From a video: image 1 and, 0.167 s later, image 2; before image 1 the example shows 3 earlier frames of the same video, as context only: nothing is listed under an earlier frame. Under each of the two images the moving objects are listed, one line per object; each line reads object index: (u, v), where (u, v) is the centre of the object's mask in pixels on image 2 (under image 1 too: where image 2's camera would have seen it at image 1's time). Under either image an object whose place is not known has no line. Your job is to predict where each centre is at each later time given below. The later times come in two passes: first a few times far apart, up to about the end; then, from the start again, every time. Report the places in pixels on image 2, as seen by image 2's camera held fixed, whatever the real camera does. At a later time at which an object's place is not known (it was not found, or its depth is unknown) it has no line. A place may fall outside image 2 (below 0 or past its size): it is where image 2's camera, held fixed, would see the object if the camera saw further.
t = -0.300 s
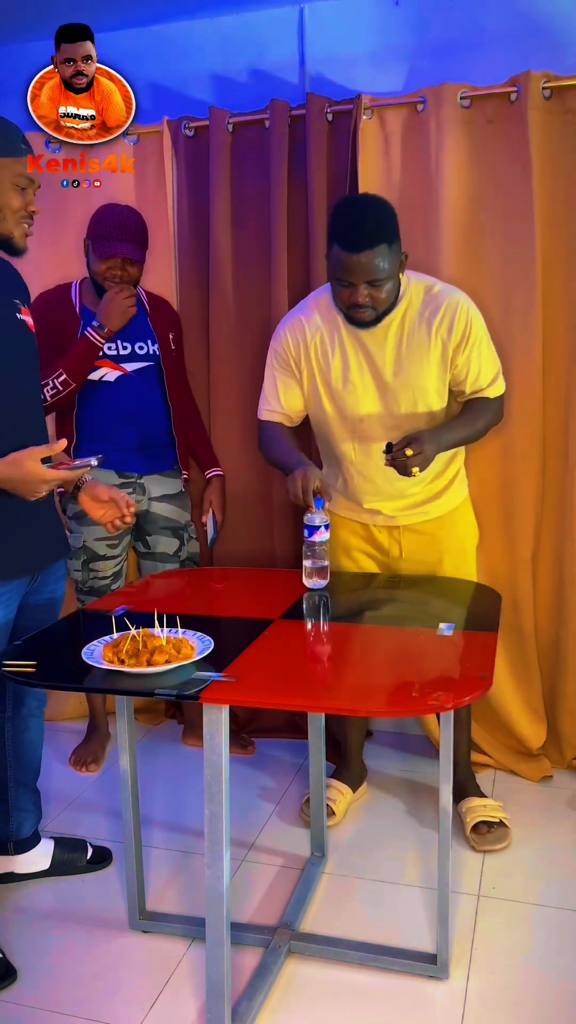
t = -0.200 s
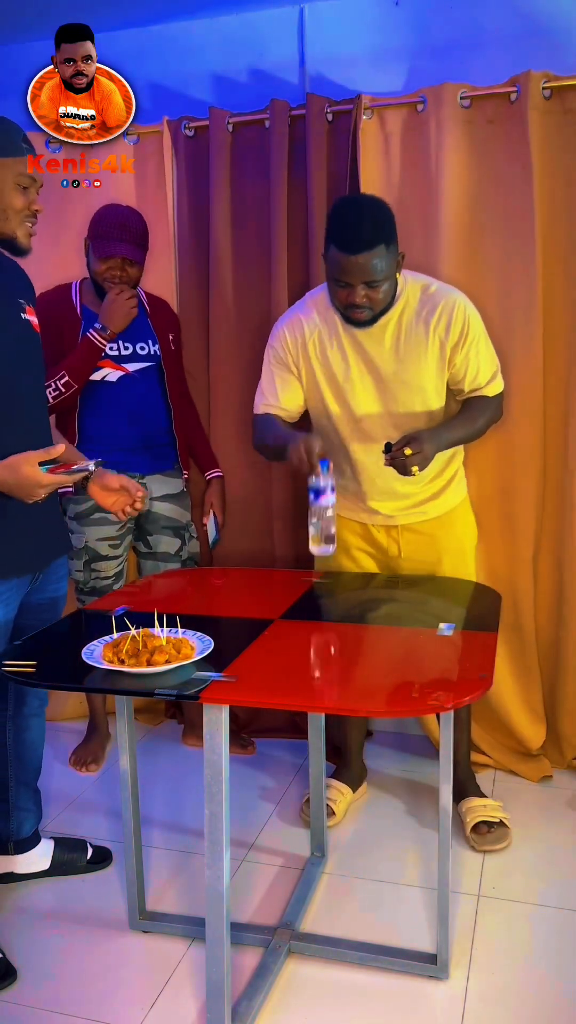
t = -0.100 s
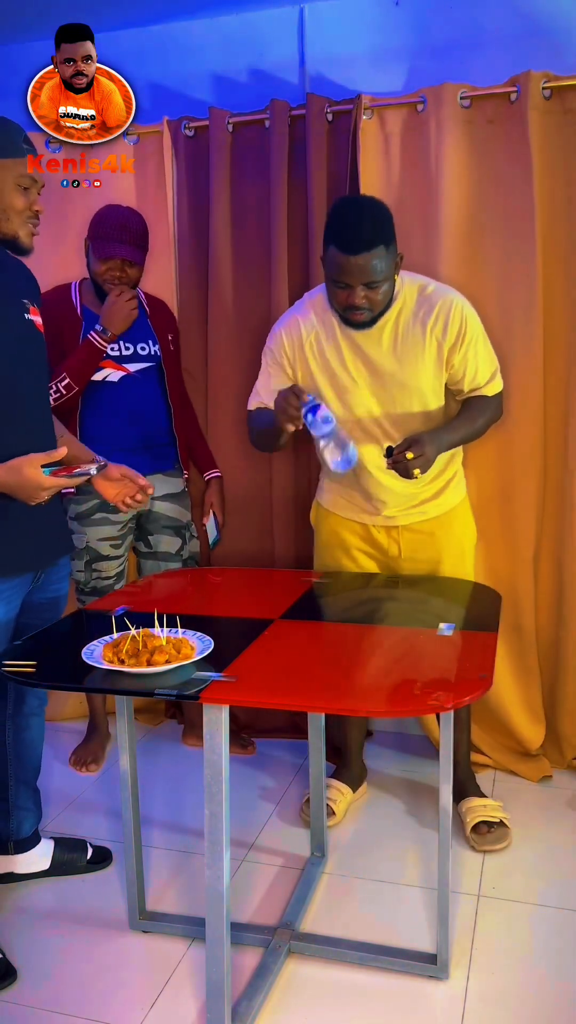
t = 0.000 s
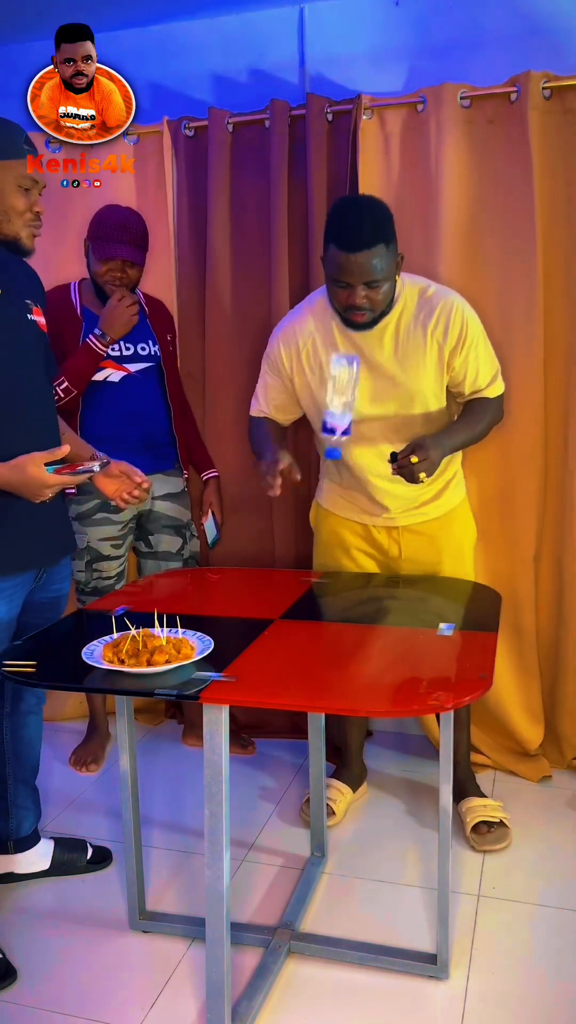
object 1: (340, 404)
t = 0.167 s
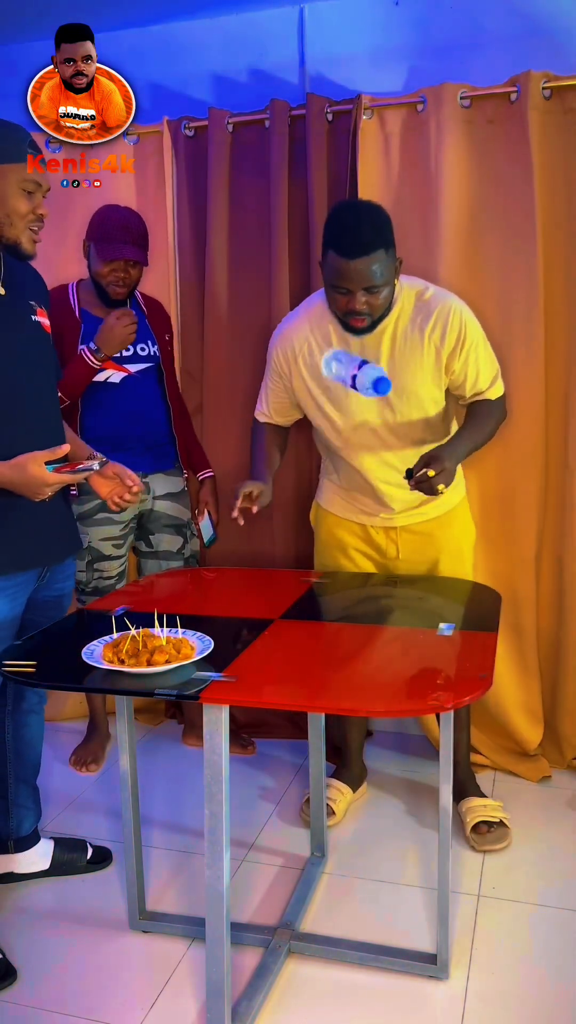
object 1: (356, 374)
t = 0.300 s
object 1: (363, 466)
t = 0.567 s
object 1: (383, 636)
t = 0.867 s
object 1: (366, 641)
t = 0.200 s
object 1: (357, 387)
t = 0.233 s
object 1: (359, 407)
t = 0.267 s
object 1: (361, 433)
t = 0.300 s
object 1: (363, 466)
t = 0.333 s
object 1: (365, 503)
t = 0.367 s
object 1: (367, 547)
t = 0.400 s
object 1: (371, 590)
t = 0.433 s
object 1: (374, 596)
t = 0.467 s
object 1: (379, 609)
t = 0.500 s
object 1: (380, 625)
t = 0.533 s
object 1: (382, 633)
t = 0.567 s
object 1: (383, 636)
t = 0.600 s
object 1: (380, 638)
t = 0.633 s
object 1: (378, 639)
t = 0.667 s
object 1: (376, 640)
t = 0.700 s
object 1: (374, 640)
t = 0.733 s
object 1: (371, 641)
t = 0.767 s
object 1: (368, 641)
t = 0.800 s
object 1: (368, 641)
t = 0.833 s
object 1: (367, 641)
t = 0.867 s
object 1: (366, 641)
